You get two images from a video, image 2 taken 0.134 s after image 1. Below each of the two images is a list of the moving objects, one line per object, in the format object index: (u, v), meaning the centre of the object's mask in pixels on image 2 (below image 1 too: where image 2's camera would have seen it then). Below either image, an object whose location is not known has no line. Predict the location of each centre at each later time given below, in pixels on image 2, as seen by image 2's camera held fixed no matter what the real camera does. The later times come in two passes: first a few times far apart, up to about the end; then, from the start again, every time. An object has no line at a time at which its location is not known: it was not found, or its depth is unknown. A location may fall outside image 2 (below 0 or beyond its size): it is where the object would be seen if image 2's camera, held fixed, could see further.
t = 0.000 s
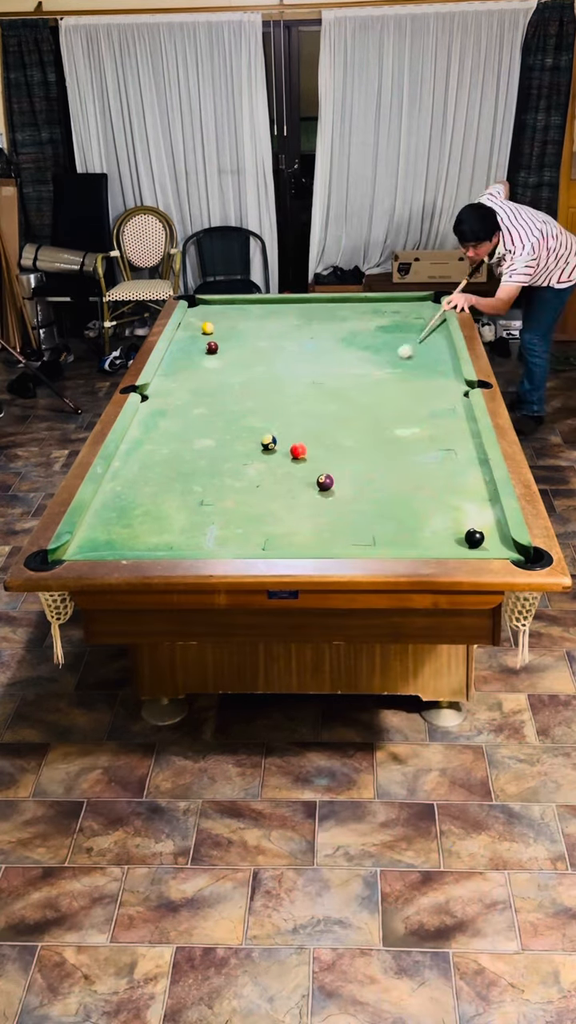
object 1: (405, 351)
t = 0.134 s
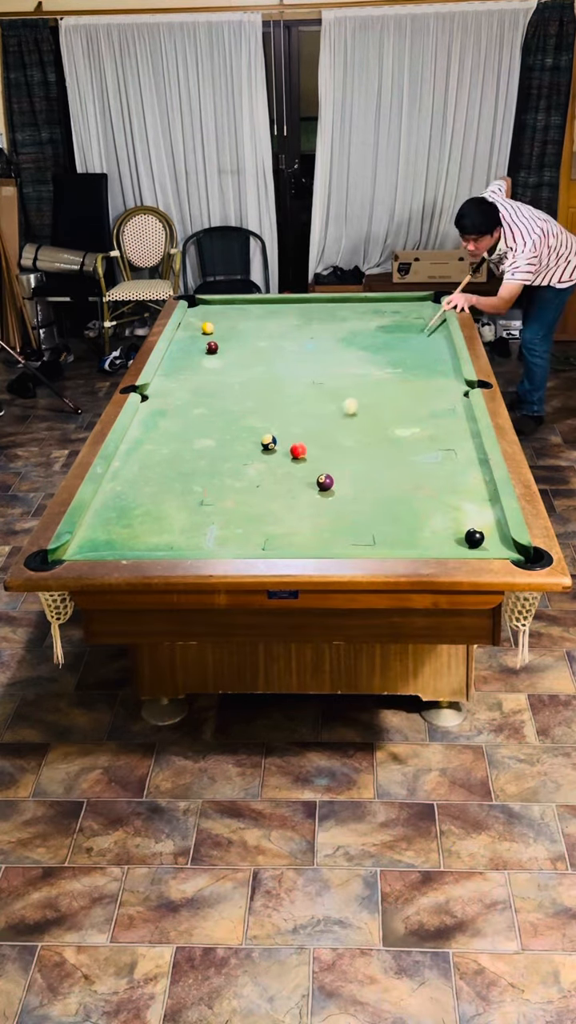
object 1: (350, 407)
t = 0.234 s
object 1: (316, 449)
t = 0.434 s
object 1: (370, 477)
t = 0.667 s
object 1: (431, 508)
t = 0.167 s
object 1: (335, 423)
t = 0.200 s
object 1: (319, 439)
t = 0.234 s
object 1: (316, 449)
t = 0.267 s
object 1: (326, 455)
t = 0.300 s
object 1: (336, 460)
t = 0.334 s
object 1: (345, 464)
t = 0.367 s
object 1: (354, 469)
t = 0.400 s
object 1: (363, 473)
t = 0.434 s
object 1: (370, 477)
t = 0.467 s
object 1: (378, 482)
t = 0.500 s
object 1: (387, 486)
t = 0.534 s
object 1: (396, 490)
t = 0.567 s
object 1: (404, 495)
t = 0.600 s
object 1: (413, 499)
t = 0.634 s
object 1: (422, 504)
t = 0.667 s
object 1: (431, 508)
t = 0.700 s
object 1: (440, 513)
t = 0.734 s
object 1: (449, 518)
